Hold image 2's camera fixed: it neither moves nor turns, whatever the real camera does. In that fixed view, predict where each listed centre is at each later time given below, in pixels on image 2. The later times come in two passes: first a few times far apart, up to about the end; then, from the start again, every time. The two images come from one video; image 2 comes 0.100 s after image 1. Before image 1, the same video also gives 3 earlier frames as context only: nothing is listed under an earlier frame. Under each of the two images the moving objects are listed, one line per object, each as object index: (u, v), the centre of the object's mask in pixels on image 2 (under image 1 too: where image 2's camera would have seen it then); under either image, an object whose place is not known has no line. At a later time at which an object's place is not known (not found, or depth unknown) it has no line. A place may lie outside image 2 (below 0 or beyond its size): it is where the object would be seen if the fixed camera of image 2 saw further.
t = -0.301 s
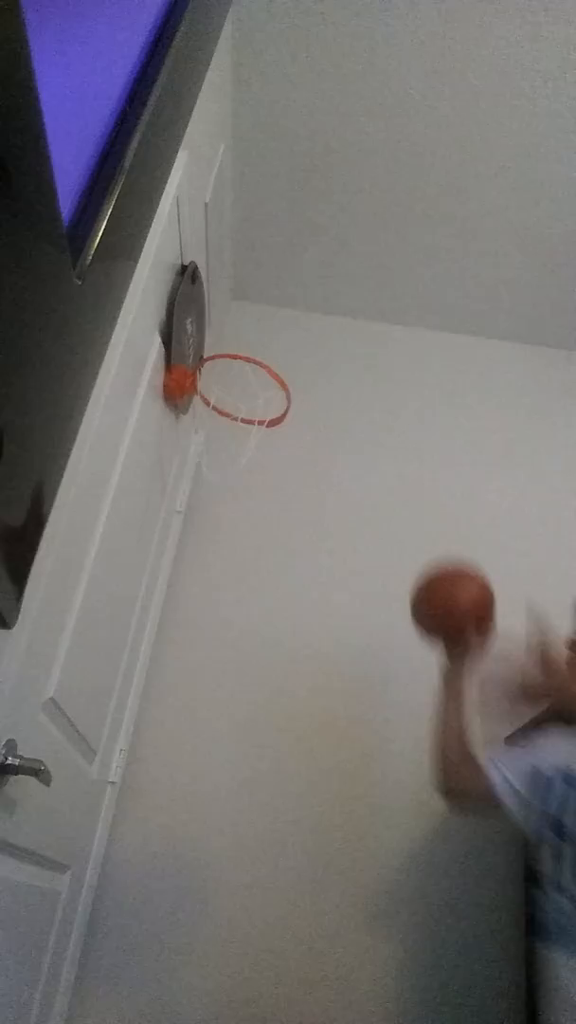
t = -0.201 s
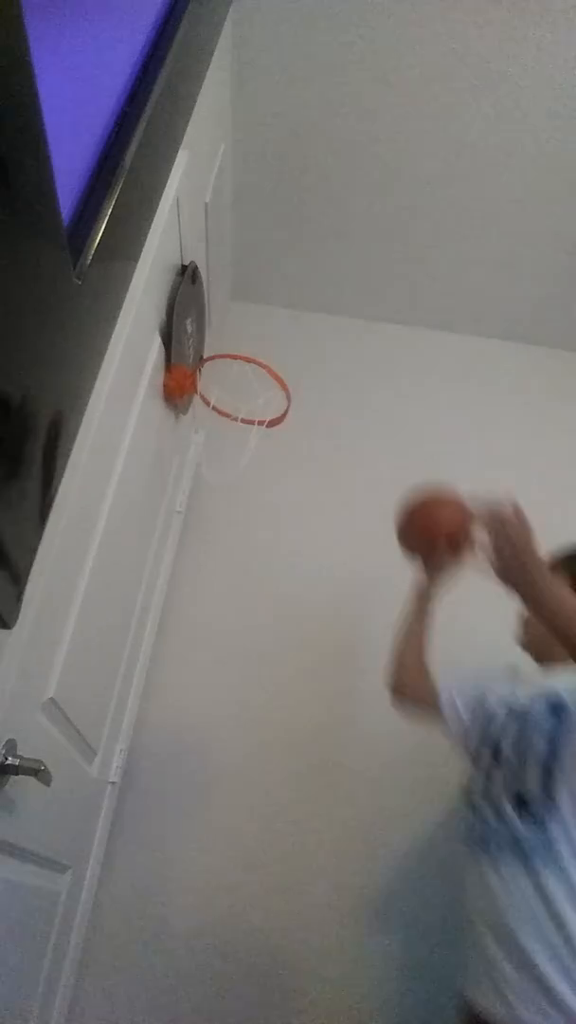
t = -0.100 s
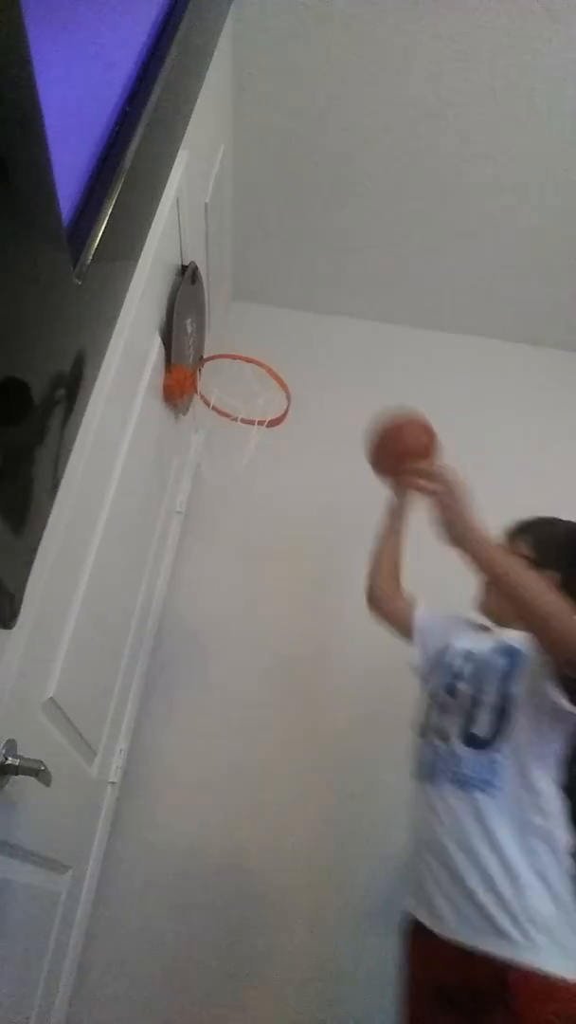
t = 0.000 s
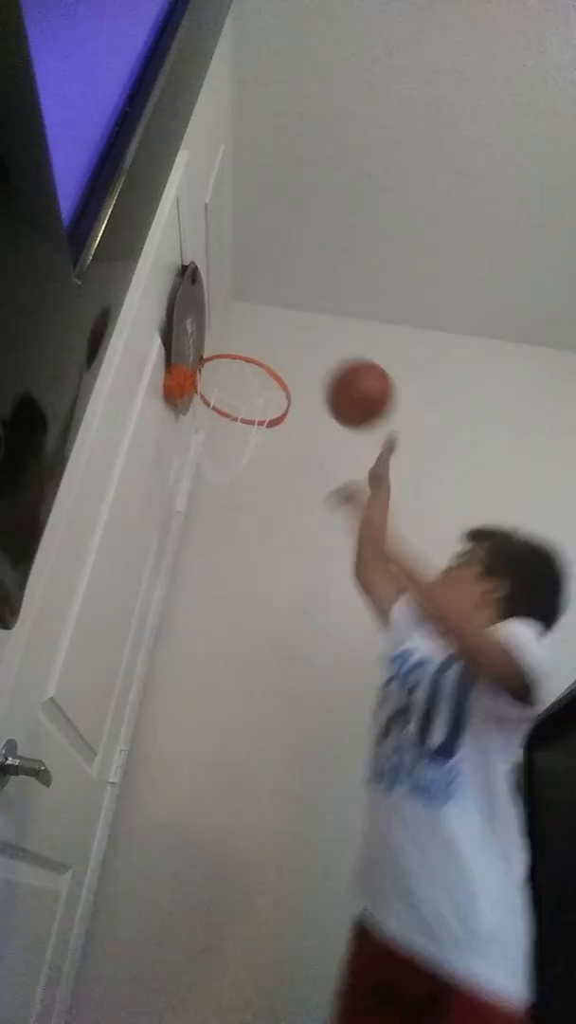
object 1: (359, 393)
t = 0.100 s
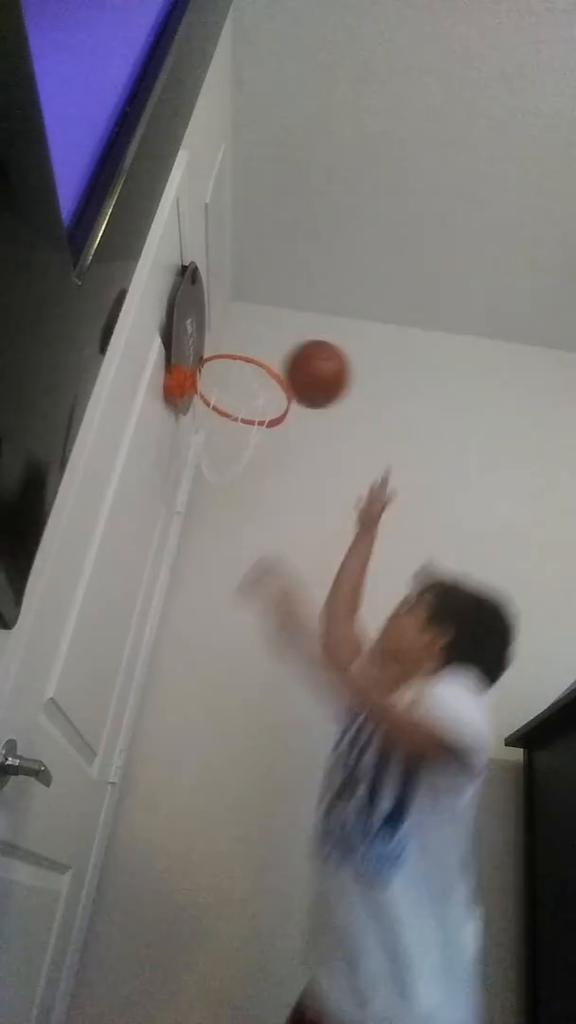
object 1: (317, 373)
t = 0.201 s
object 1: (274, 381)
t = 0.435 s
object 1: (192, 458)
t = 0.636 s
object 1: (229, 469)
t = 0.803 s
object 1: (254, 574)
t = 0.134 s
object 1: (302, 373)
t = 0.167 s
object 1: (287, 376)
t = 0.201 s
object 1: (274, 381)
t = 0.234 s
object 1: (262, 388)
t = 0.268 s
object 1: (248, 398)
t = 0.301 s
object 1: (234, 407)
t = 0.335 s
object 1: (220, 422)
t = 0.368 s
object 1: (208, 435)
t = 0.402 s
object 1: (197, 451)
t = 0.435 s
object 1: (192, 458)
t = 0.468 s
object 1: (192, 461)
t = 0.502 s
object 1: (197, 460)
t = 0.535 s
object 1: (205, 459)
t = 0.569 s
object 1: (214, 458)
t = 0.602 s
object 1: (222, 461)
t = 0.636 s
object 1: (229, 469)
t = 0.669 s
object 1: (235, 480)
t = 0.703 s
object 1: (241, 496)
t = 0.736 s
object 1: (247, 517)
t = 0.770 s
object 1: (251, 543)
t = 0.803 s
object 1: (254, 574)
